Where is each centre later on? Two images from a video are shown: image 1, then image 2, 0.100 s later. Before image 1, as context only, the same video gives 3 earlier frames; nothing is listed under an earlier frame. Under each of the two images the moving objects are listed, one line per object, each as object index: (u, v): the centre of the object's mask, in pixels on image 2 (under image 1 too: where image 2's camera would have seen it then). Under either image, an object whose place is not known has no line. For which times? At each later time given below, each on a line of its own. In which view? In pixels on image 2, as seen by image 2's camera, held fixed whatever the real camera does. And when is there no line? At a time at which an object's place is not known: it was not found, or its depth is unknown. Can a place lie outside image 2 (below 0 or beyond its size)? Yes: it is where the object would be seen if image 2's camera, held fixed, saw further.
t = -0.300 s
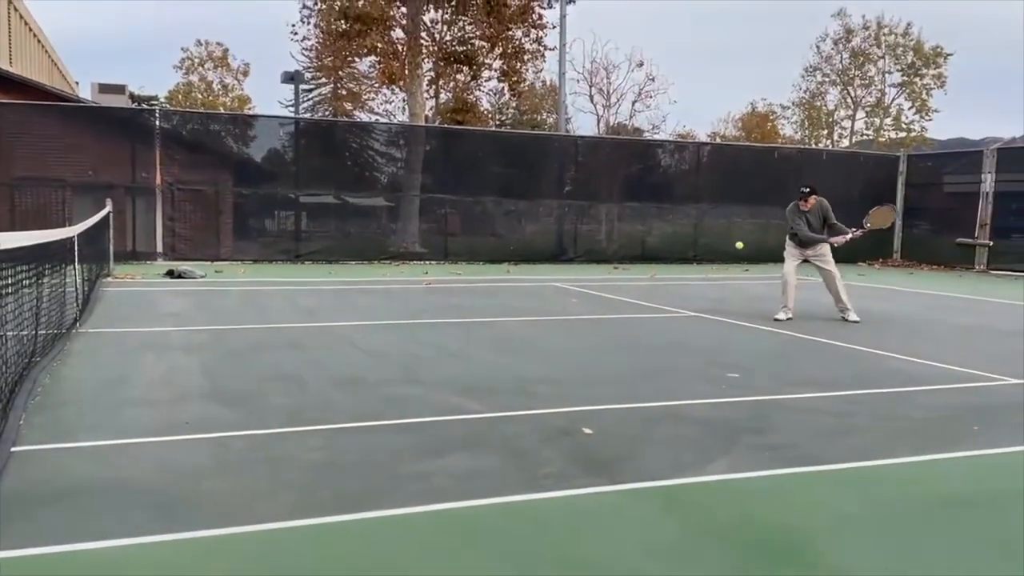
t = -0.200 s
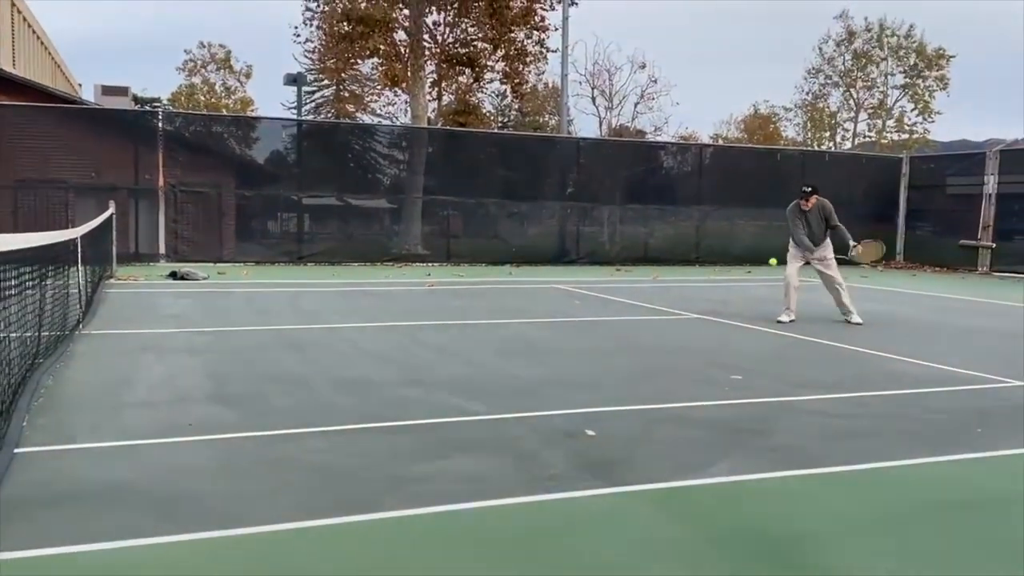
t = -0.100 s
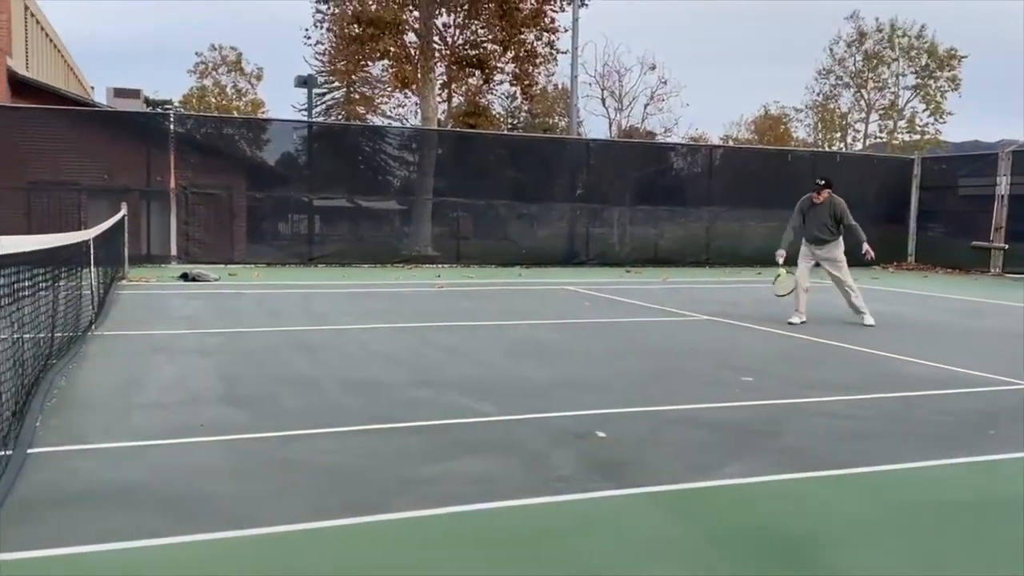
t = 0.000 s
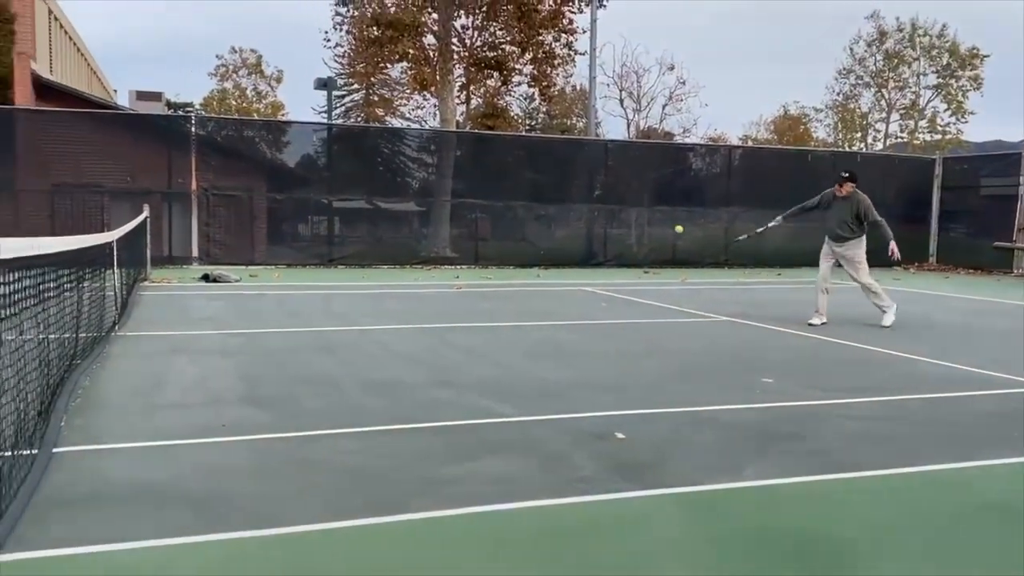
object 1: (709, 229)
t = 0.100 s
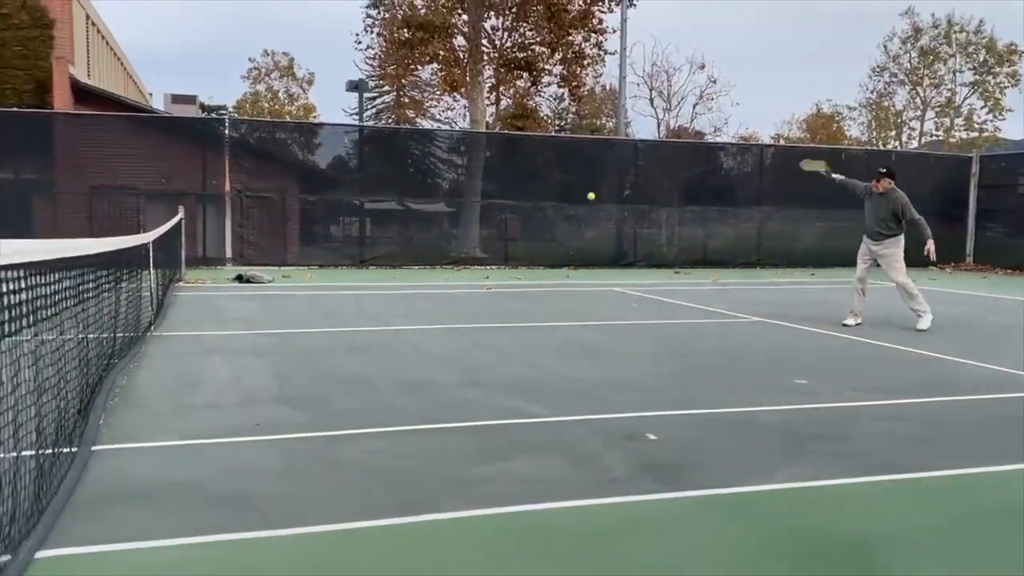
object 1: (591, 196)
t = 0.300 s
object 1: (364, 158)
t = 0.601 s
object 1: (49, 171)
